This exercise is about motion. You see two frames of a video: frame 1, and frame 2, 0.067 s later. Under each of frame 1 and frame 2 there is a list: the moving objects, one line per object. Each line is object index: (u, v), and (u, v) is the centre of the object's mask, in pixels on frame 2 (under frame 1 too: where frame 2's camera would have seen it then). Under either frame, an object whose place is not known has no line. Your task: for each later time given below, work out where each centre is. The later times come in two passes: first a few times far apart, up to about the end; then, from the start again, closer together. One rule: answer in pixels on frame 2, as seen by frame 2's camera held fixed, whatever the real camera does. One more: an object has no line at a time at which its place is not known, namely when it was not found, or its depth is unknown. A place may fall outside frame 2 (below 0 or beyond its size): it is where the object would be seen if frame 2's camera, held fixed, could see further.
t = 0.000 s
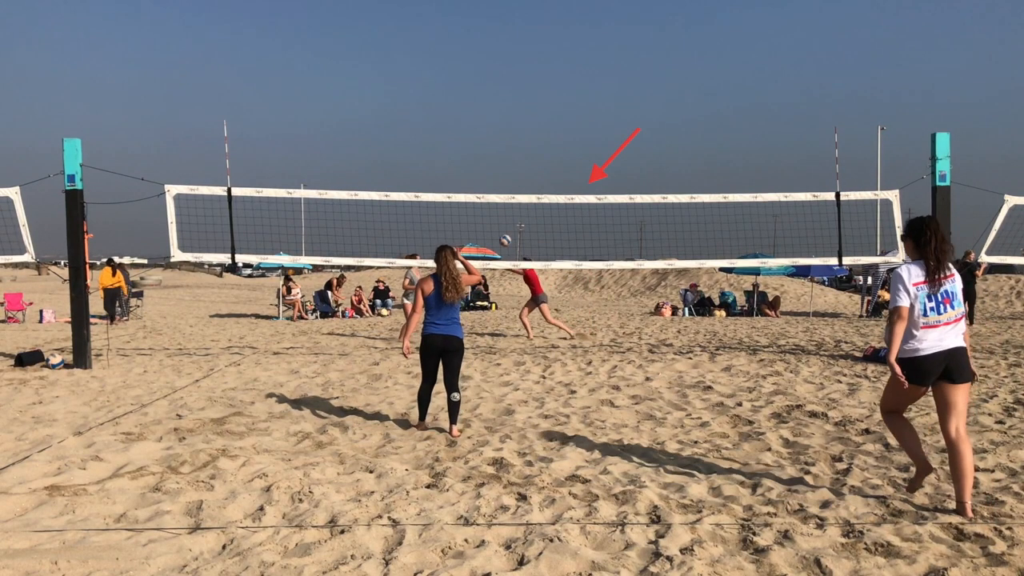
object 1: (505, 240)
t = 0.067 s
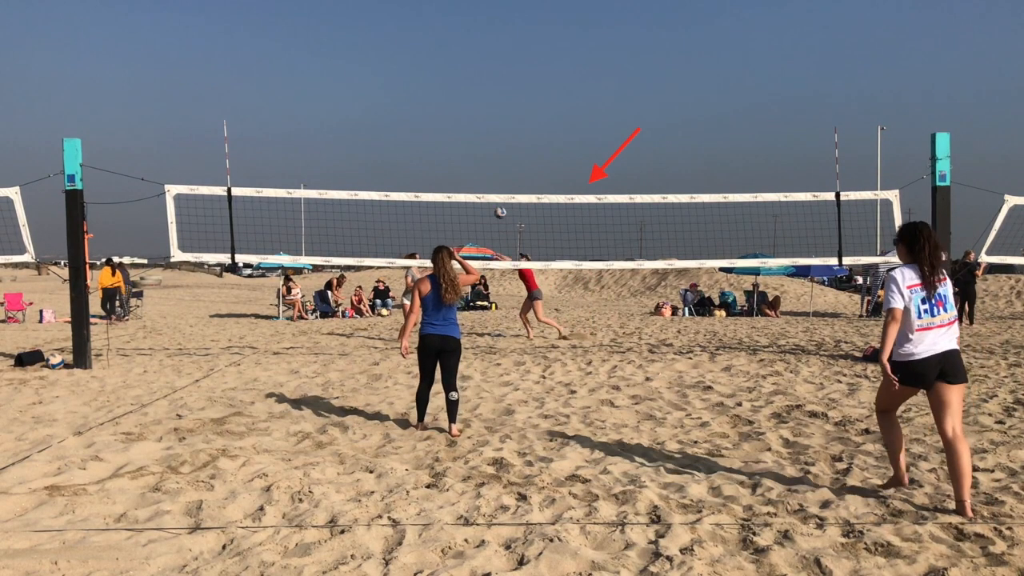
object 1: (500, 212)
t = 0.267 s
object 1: (485, 143)
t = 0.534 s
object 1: (467, 83)
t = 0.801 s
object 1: (448, 62)
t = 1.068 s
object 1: (429, 83)
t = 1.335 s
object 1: (411, 146)
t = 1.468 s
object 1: (403, 189)
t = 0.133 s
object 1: (495, 187)
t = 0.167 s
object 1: (492, 175)
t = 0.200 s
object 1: (490, 164)
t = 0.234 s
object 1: (488, 153)
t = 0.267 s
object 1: (485, 143)
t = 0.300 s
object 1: (483, 134)
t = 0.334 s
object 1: (481, 124)
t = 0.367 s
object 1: (478, 116)
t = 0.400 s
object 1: (476, 108)
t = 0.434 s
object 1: (474, 101)
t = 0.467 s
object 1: (471, 94)
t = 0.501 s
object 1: (469, 88)
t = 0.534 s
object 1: (467, 83)
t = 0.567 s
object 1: (464, 78)
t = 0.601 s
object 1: (462, 74)
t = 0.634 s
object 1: (460, 70)
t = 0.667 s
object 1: (457, 67)
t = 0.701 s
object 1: (455, 65)
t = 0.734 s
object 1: (452, 63)
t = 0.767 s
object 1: (450, 62)
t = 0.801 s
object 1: (448, 62)
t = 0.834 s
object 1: (445, 62)
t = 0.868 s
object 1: (443, 63)
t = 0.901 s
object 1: (441, 65)
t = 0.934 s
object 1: (438, 67)
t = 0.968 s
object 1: (436, 70)
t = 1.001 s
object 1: (434, 74)
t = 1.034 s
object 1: (431, 78)
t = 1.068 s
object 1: (429, 83)
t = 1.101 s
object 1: (427, 88)
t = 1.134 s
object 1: (424, 94)
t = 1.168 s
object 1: (422, 101)
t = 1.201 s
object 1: (420, 109)
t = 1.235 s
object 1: (418, 117)
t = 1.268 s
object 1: (415, 126)
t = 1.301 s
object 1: (413, 135)
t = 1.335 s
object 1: (411, 146)
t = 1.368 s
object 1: (409, 156)
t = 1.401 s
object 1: (407, 168)
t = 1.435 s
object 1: (405, 180)
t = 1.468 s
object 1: (403, 189)
